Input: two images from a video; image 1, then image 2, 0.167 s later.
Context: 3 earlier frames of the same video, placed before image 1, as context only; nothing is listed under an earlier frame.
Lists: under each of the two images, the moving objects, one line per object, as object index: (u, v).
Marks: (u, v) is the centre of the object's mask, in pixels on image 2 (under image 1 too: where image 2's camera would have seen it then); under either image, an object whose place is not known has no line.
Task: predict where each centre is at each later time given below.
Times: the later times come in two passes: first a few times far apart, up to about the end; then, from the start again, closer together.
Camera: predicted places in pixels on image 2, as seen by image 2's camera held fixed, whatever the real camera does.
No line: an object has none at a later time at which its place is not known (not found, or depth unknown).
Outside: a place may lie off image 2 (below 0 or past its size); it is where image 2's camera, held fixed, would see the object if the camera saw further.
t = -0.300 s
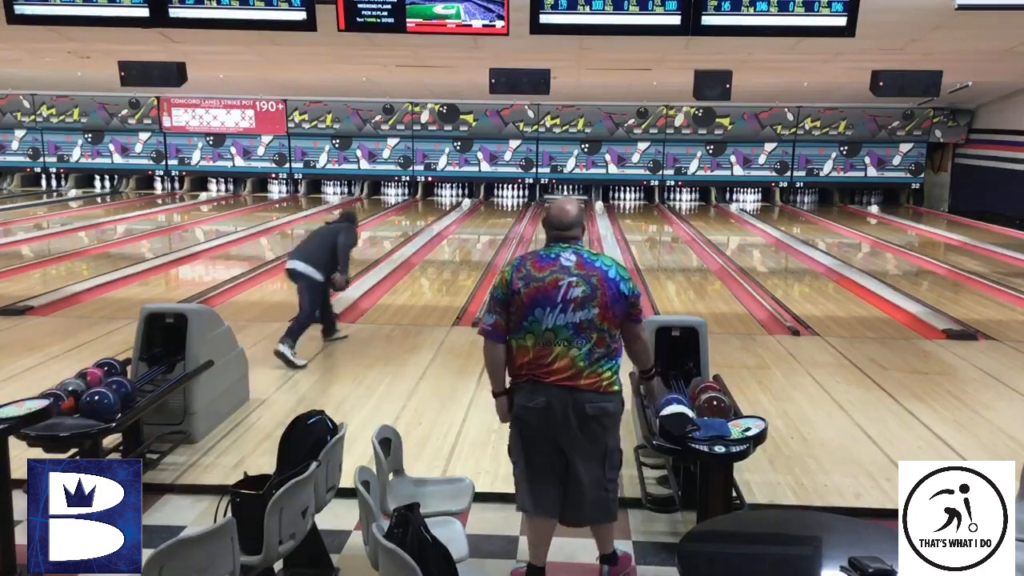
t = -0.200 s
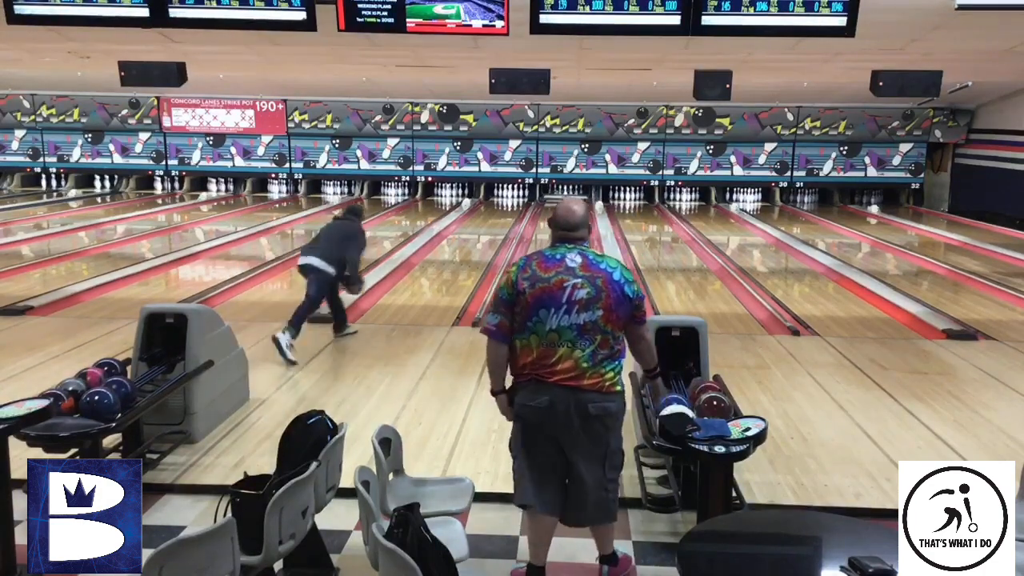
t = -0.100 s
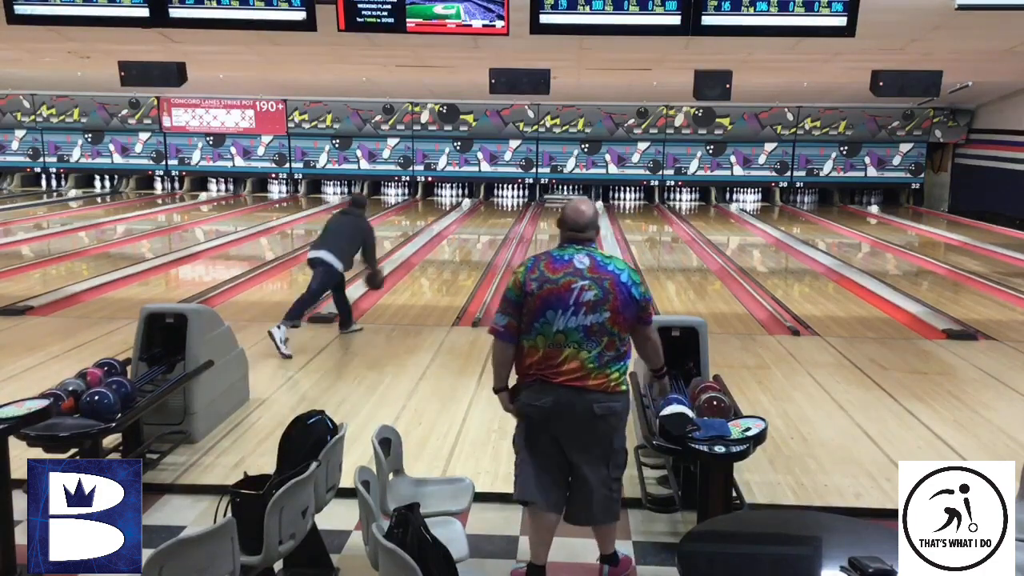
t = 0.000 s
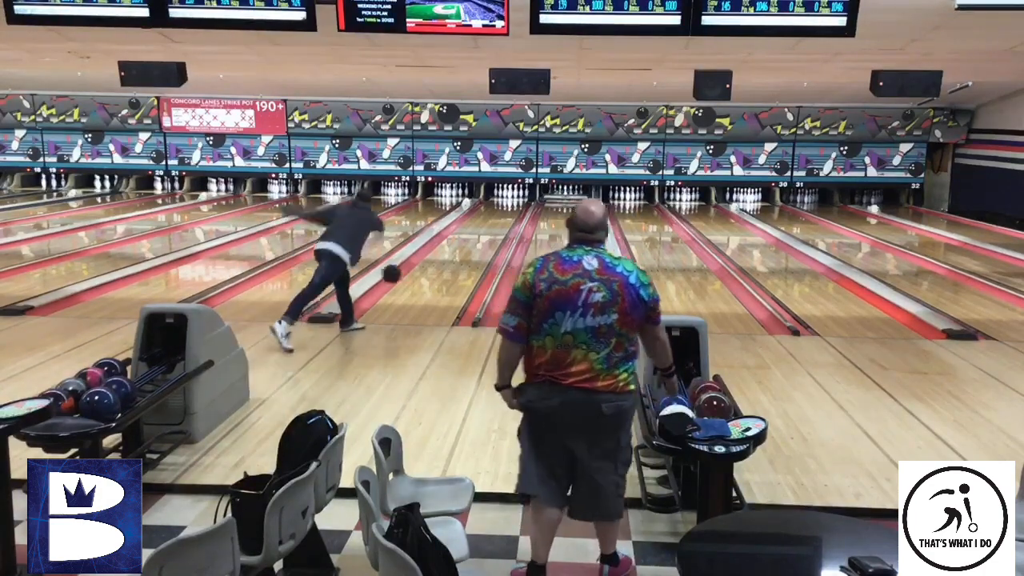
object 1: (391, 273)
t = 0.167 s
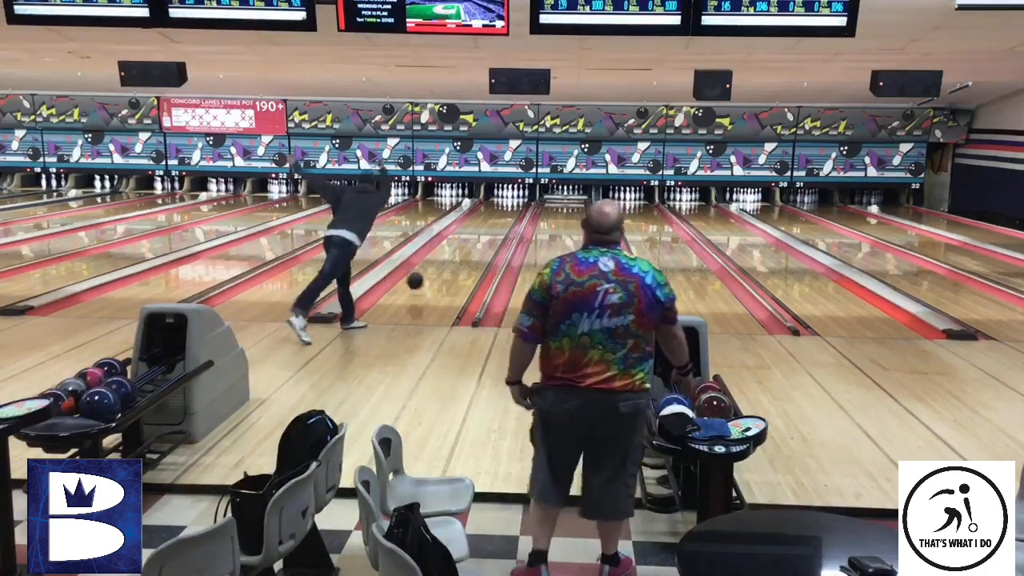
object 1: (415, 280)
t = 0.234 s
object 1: (423, 278)
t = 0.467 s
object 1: (448, 262)
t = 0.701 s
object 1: (466, 248)
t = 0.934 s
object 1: (481, 236)
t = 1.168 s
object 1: (493, 227)
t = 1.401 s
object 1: (503, 219)
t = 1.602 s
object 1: (509, 214)
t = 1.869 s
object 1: (515, 208)
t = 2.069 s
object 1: (517, 203)
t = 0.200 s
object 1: (419, 282)
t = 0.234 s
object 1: (423, 278)
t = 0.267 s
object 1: (427, 274)
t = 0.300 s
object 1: (431, 270)
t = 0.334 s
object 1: (434, 268)
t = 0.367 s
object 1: (438, 266)
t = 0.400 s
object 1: (441, 266)
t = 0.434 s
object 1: (444, 265)
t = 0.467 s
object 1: (448, 262)
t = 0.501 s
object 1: (450, 260)
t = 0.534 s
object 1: (453, 258)
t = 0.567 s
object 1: (456, 256)
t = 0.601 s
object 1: (459, 254)
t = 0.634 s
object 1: (461, 252)
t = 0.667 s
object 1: (464, 250)
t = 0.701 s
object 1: (466, 248)
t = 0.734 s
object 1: (469, 246)
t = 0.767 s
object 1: (471, 244)
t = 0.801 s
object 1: (473, 242)
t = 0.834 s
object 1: (476, 241)
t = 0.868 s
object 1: (478, 239)
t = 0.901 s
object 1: (480, 238)
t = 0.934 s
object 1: (481, 236)
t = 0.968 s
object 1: (483, 235)
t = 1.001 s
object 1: (485, 233)
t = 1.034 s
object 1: (487, 232)
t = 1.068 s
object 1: (489, 230)
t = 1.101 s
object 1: (490, 230)
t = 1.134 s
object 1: (492, 228)
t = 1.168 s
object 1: (493, 227)
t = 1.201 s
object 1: (495, 225)
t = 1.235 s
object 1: (496, 224)
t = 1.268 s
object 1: (498, 223)
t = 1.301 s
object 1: (499, 222)
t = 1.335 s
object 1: (500, 221)
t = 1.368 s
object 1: (502, 220)
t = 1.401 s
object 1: (503, 219)
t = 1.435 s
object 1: (504, 218)
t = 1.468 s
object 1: (505, 217)
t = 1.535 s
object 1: (507, 216)
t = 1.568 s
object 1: (508, 215)
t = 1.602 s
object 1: (509, 214)
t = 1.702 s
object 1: (511, 212)
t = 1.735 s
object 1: (512, 211)
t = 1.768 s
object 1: (513, 210)
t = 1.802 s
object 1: (514, 209)
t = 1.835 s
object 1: (515, 209)
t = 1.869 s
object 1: (515, 208)
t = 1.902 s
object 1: (516, 207)
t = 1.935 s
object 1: (516, 206)
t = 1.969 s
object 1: (516, 205)
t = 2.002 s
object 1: (516, 205)
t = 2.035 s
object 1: (516, 204)
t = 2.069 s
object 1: (517, 203)
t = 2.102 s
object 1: (517, 203)
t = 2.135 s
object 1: (517, 202)
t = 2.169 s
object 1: (517, 202)
